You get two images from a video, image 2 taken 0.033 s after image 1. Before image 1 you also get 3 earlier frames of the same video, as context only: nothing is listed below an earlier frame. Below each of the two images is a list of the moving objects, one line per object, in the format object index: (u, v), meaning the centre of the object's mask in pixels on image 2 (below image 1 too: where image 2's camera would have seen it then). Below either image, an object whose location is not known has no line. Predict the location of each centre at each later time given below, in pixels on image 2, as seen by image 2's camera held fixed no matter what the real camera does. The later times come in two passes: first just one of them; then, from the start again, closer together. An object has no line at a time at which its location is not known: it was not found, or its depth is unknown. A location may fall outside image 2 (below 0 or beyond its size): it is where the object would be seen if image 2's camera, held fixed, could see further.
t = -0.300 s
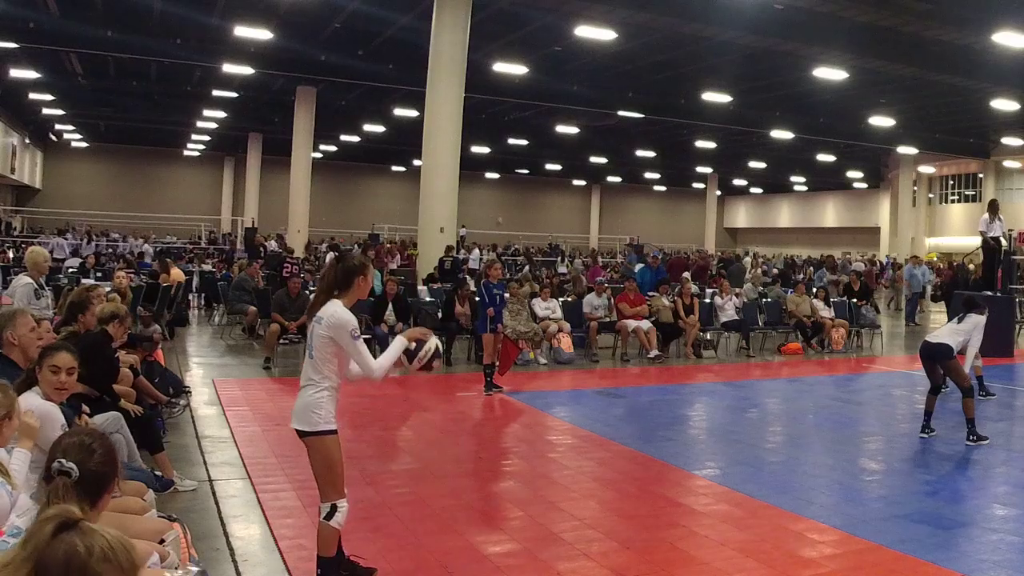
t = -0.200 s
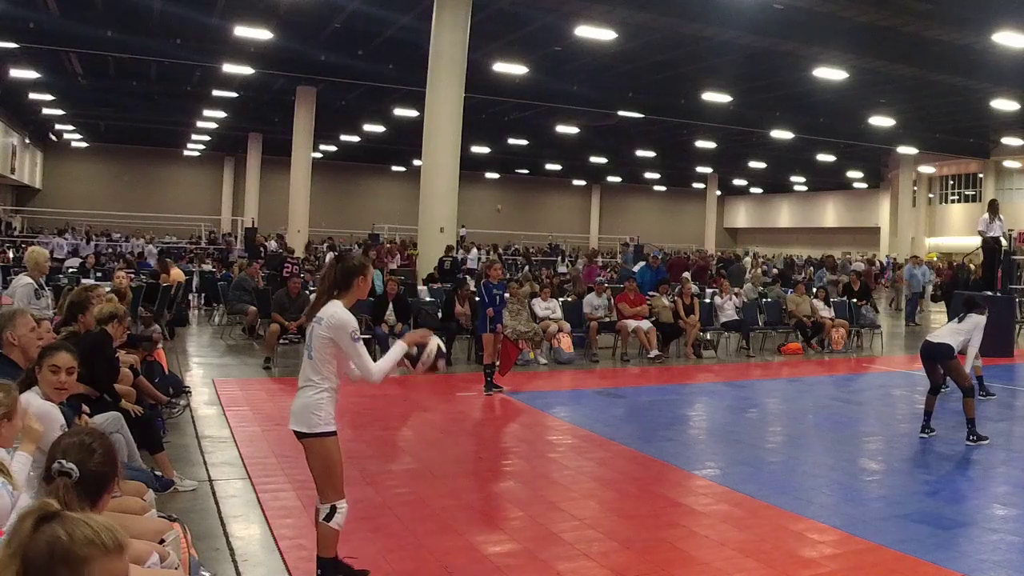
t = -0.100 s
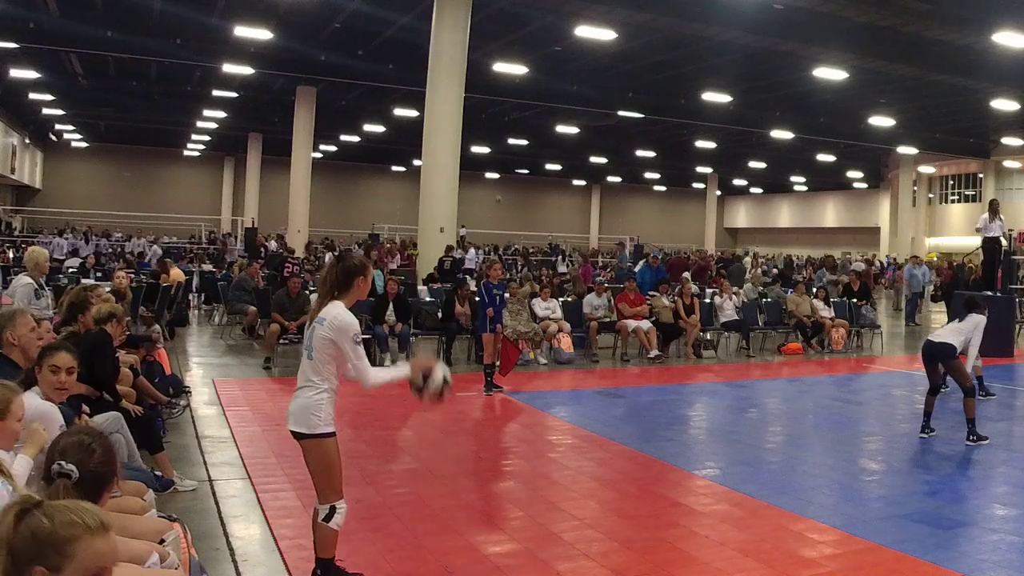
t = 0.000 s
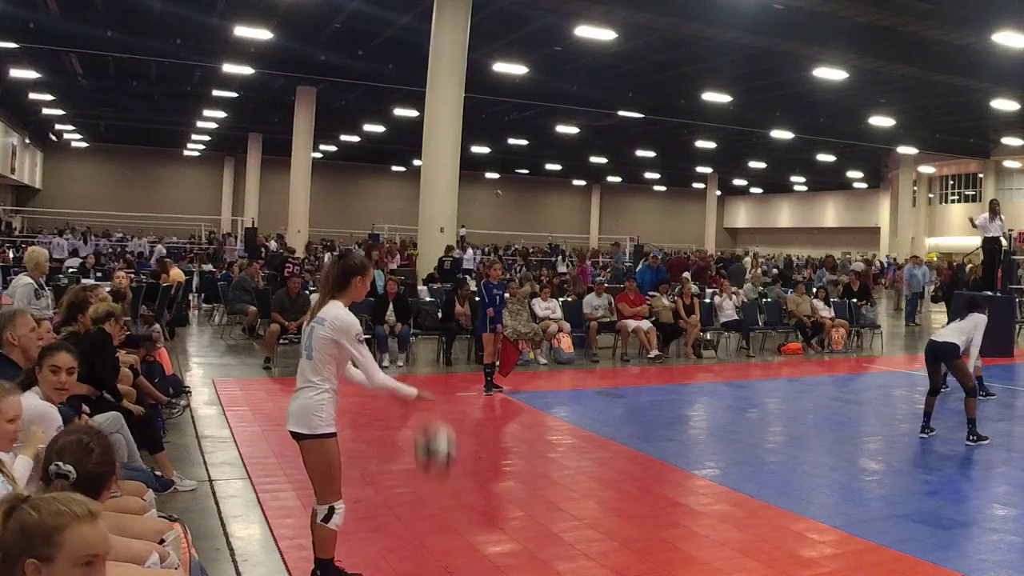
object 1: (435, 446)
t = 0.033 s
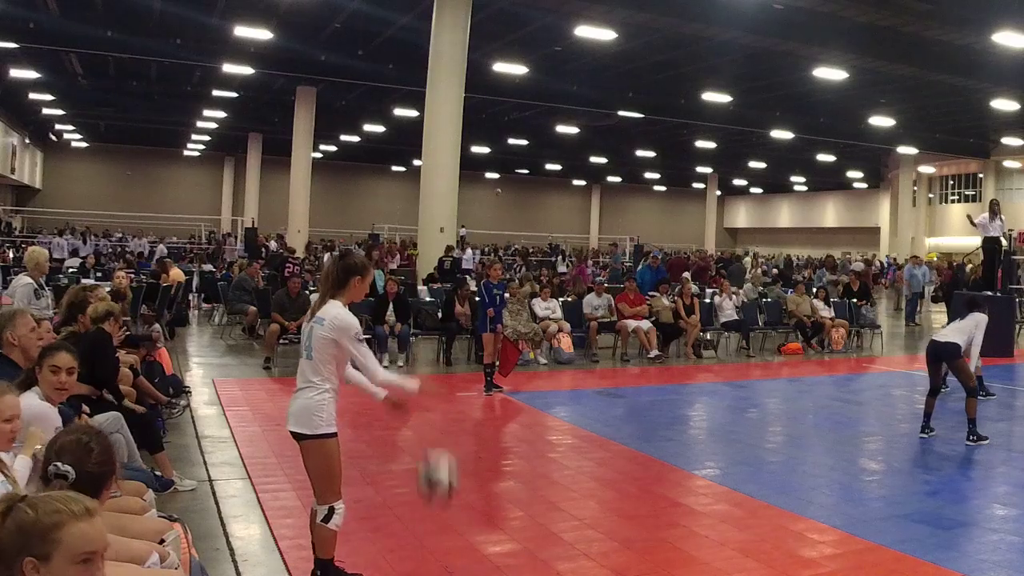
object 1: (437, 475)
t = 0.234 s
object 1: (442, 495)
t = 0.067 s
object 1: (439, 506)
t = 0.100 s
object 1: (441, 537)
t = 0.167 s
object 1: (443, 541)
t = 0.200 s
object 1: (442, 517)
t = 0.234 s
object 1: (442, 495)
